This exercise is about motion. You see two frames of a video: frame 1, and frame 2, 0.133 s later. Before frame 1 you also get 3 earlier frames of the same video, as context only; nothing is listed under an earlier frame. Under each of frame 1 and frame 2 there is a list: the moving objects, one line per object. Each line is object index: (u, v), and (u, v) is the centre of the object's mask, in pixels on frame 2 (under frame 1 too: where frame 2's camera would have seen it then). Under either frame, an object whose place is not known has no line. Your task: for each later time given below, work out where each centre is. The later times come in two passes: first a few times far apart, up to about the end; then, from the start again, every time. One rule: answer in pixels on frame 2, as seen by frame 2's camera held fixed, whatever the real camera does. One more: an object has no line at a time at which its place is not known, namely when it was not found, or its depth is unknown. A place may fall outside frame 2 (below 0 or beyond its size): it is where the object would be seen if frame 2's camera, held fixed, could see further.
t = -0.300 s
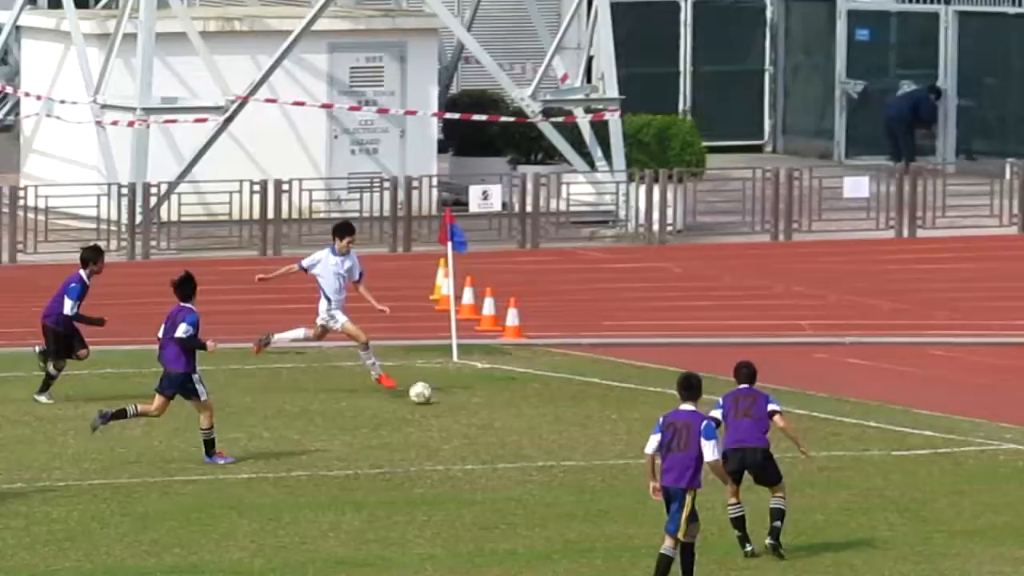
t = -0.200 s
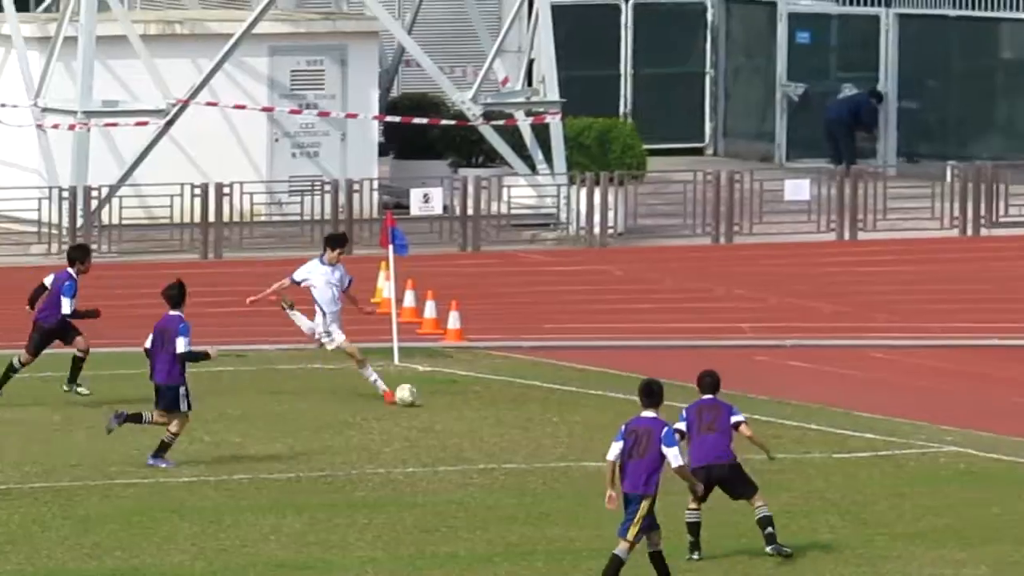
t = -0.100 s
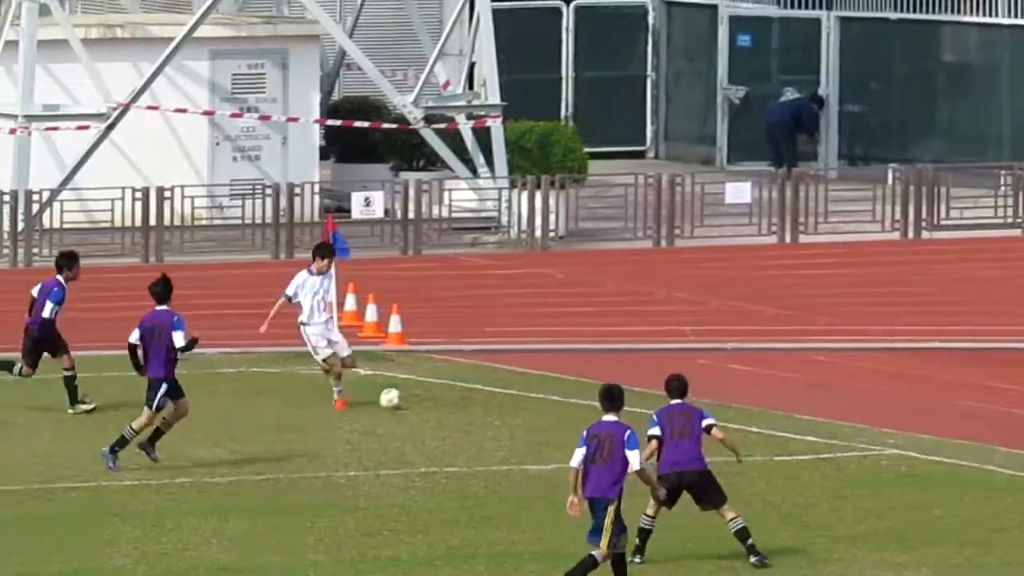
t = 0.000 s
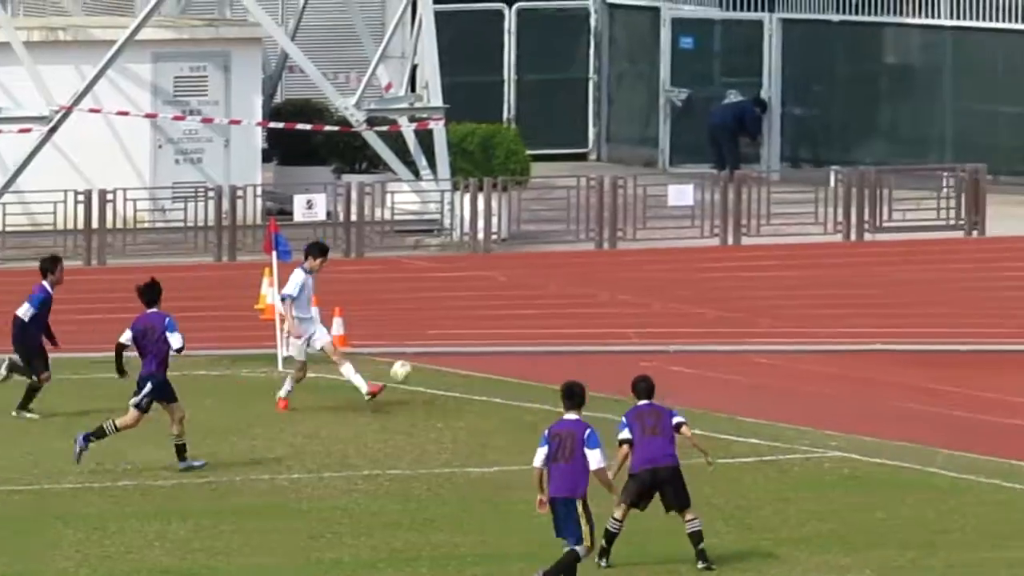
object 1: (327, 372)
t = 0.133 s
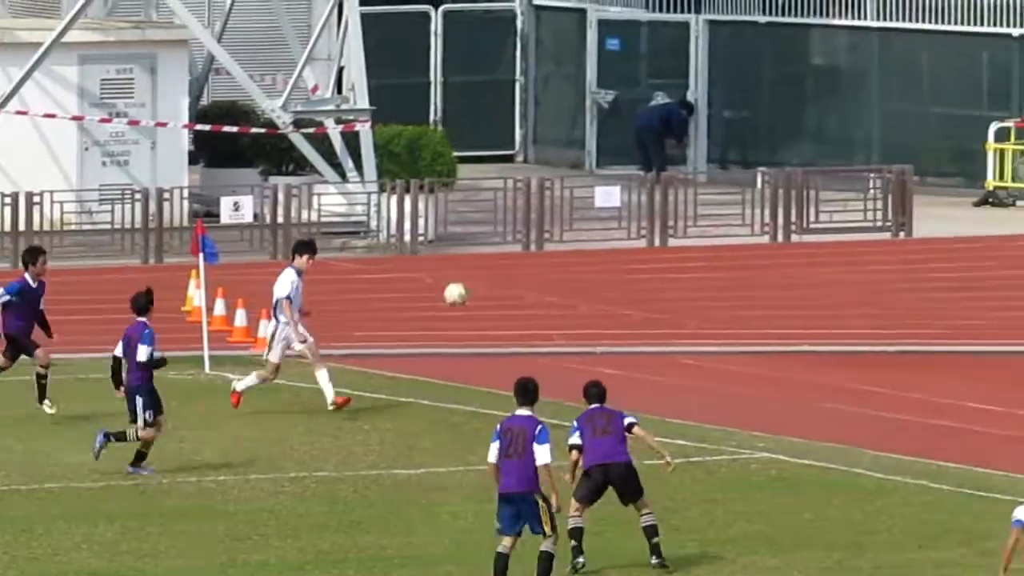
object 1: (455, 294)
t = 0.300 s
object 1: (604, 221)
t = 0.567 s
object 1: (827, 161)
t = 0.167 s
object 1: (485, 277)
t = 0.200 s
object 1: (515, 262)
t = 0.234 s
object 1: (544, 246)
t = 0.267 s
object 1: (575, 233)
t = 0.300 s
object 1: (604, 221)
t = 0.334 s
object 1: (632, 208)
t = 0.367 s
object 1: (661, 197)
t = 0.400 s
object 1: (690, 190)
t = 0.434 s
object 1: (718, 181)
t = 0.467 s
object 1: (746, 173)
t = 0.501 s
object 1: (772, 168)
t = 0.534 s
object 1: (800, 164)
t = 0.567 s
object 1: (827, 161)
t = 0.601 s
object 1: (854, 159)
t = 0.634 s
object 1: (880, 160)
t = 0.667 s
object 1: (908, 161)
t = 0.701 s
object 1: (933, 164)
